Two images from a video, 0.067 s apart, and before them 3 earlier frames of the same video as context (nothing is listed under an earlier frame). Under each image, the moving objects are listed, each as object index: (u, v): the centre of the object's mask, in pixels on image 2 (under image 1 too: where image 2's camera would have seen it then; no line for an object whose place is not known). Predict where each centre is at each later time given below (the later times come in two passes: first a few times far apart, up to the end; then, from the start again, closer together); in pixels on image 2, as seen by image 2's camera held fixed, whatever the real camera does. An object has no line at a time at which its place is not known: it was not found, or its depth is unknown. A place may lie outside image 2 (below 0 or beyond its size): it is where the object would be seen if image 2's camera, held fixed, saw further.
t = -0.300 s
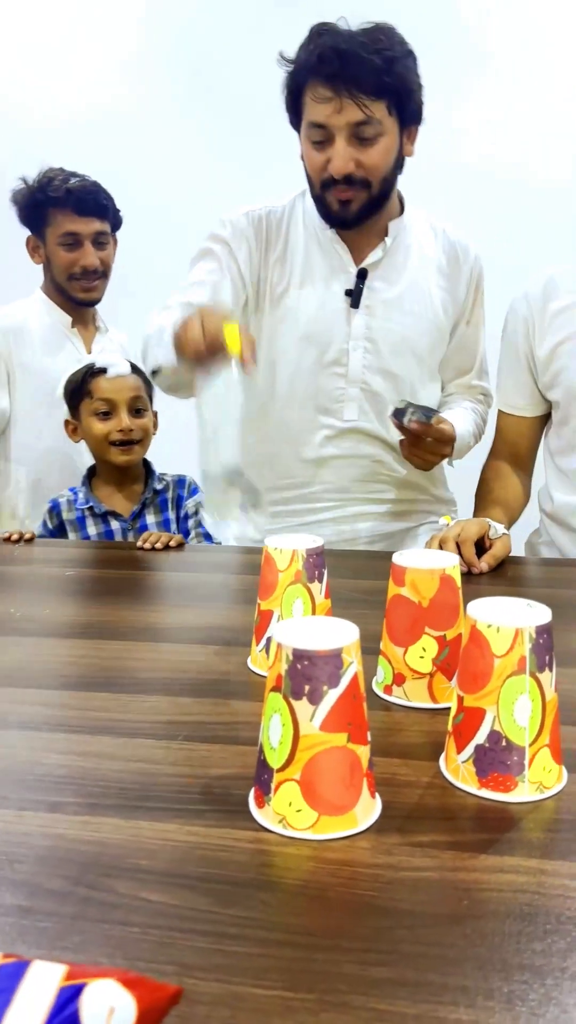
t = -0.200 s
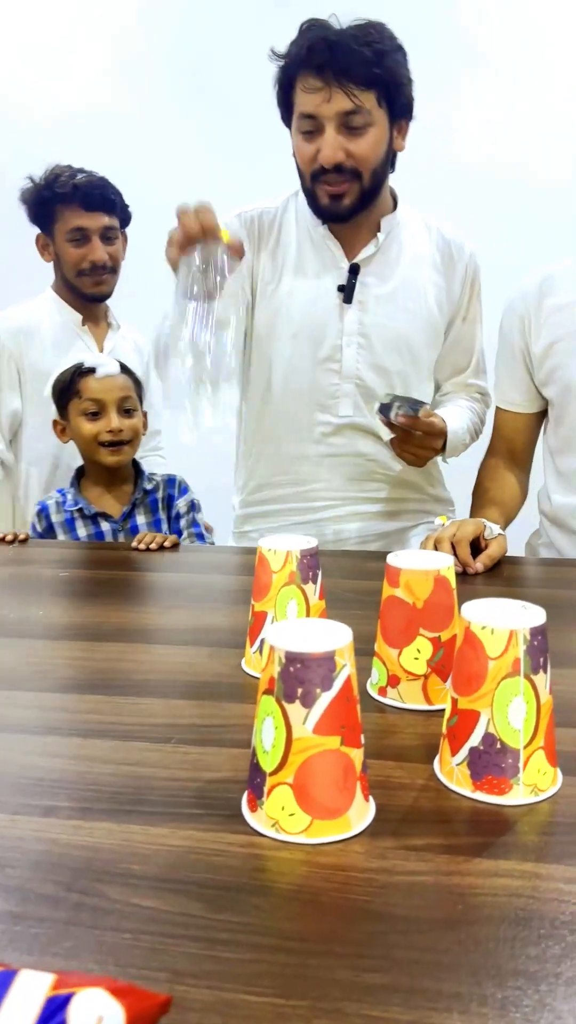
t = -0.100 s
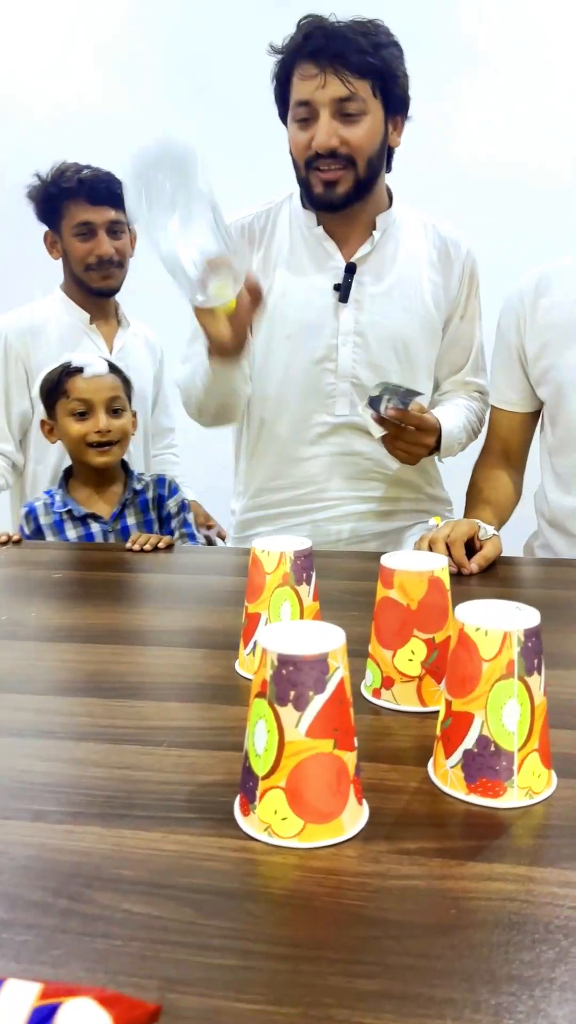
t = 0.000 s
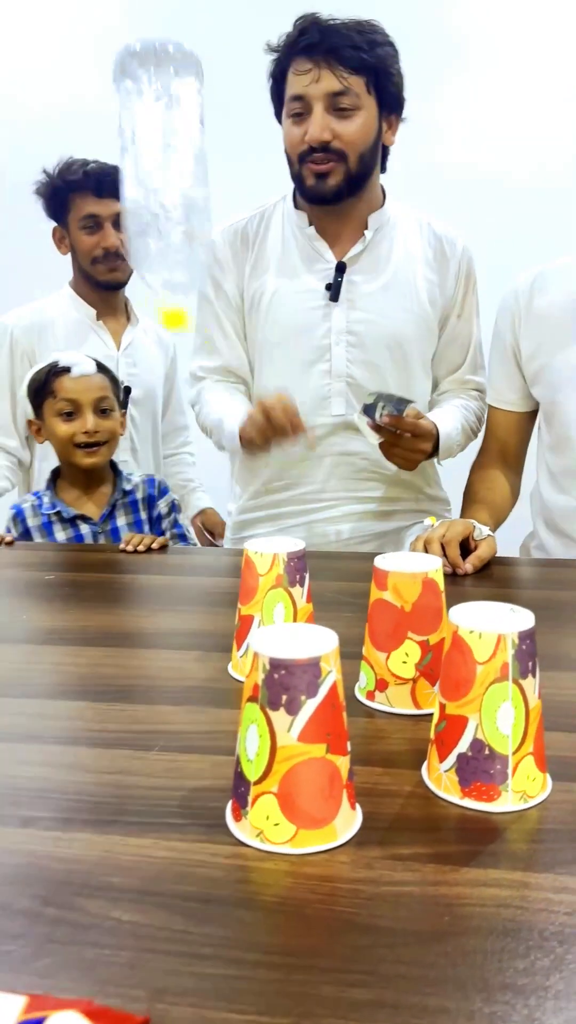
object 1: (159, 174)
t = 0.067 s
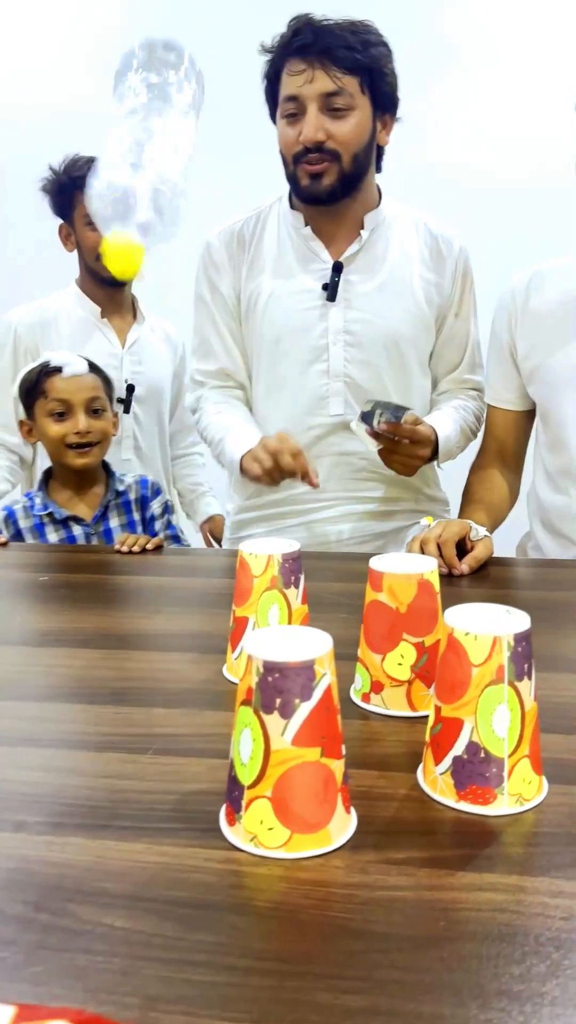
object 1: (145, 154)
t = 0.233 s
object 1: (126, 339)
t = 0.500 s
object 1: (117, 622)
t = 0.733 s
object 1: (102, 629)
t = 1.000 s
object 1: (99, 613)
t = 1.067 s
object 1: (101, 612)
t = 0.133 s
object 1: (138, 183)
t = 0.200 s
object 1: (127, 259)
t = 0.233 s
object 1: (126, 339)
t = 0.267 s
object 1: (134, 411)
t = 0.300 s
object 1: (132, 468)
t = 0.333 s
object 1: (134, 561)
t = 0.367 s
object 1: (128, 614)
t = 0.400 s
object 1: (126, 614)
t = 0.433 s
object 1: (121, 612)
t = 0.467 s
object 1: (119, 612)
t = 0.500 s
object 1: (117, 622)
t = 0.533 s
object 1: (114, 634)
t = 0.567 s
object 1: (111, 635)
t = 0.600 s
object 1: (109, 635)
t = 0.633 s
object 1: (106, 634)
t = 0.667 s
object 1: (105, 633)
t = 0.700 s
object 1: (104, 631)
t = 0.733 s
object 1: (102, 629)
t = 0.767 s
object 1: (100, 627)
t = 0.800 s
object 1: (99, 624)
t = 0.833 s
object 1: (99, 622)
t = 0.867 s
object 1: (99, 620)
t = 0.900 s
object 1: (98, 618)
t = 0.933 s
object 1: (98, 615)
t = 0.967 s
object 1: (98, 614)
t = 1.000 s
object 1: (99, 613)
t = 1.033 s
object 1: (100, 612)
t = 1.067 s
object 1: (101, 612)
